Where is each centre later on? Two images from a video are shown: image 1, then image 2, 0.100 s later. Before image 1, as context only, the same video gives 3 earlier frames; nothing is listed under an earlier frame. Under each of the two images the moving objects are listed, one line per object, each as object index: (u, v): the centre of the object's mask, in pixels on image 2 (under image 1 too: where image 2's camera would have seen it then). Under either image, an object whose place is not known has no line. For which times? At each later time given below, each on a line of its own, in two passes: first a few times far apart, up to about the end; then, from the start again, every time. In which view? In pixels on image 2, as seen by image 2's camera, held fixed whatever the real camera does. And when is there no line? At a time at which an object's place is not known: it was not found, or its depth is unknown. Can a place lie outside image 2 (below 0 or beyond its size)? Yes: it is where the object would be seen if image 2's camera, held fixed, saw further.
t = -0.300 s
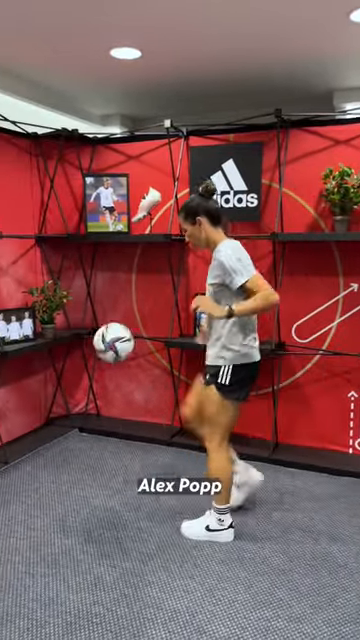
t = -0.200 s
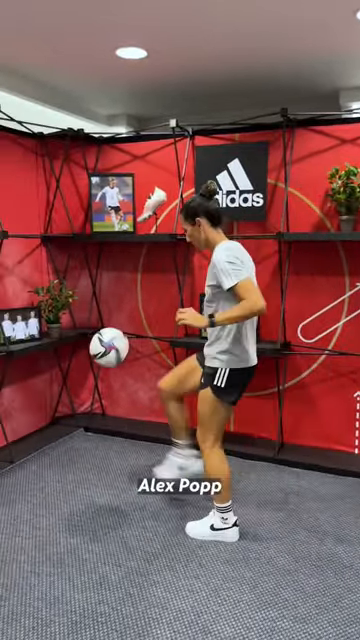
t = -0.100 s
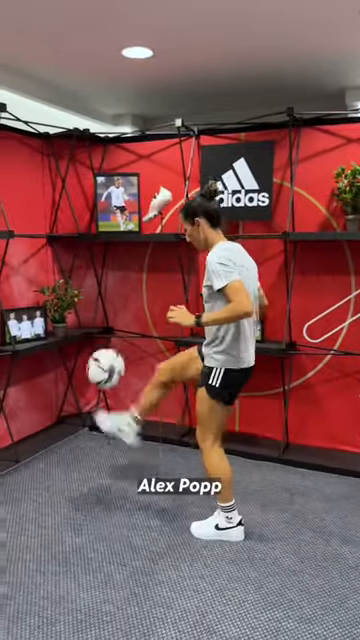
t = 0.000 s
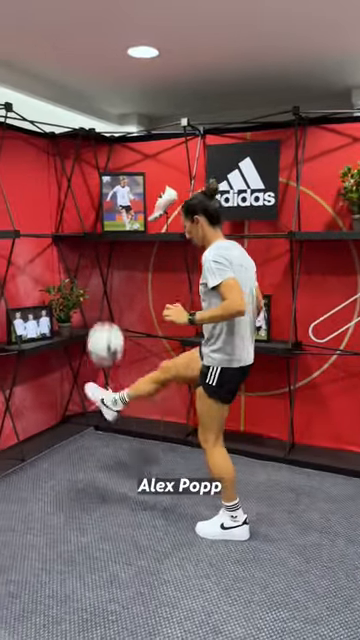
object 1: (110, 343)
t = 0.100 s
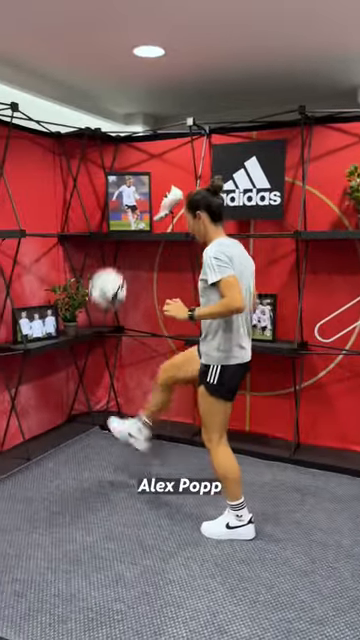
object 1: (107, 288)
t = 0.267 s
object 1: (103, 236)
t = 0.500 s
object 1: (99, 240)
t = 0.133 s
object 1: (106, 273)
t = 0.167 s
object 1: (105, 261)
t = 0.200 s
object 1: (105, 251)
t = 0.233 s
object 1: (104, 243)
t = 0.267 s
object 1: (103, 236)
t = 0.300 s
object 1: (102, 231)
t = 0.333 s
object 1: (102, 228)
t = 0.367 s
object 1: (101, 227)
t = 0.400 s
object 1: (101, 228)
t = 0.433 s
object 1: (100, 230)
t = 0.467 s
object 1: (100, 235)
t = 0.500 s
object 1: (99, 240)
